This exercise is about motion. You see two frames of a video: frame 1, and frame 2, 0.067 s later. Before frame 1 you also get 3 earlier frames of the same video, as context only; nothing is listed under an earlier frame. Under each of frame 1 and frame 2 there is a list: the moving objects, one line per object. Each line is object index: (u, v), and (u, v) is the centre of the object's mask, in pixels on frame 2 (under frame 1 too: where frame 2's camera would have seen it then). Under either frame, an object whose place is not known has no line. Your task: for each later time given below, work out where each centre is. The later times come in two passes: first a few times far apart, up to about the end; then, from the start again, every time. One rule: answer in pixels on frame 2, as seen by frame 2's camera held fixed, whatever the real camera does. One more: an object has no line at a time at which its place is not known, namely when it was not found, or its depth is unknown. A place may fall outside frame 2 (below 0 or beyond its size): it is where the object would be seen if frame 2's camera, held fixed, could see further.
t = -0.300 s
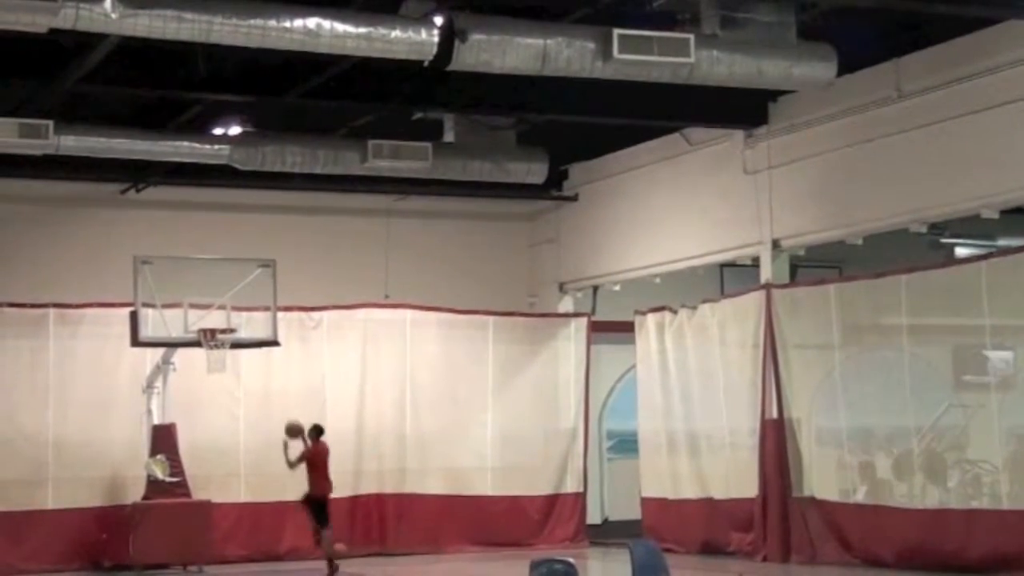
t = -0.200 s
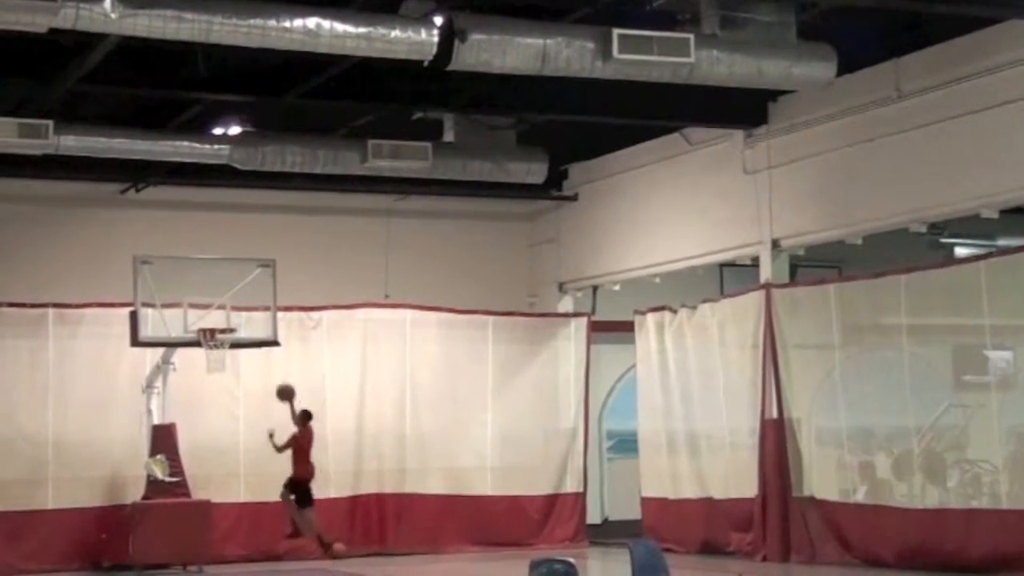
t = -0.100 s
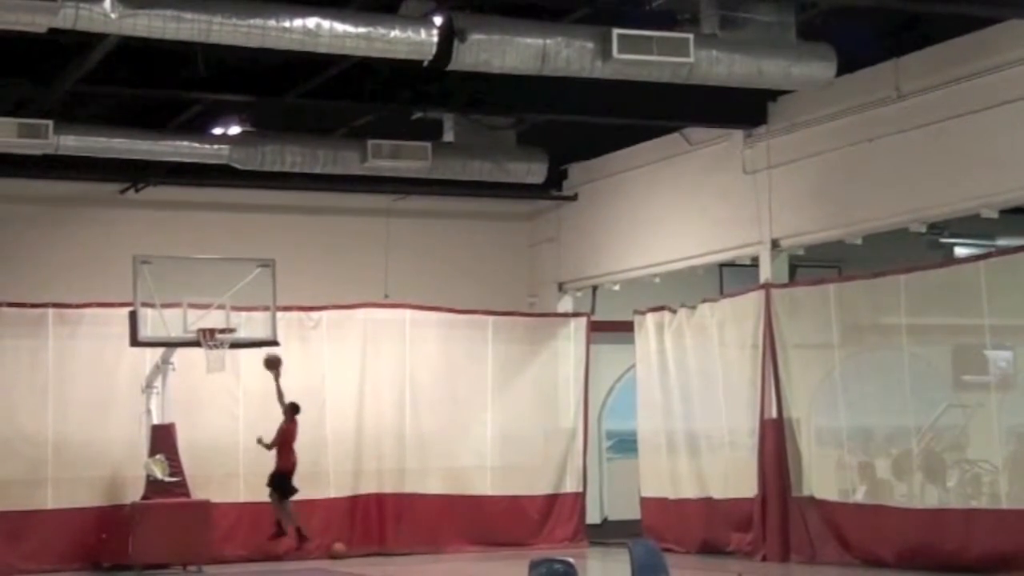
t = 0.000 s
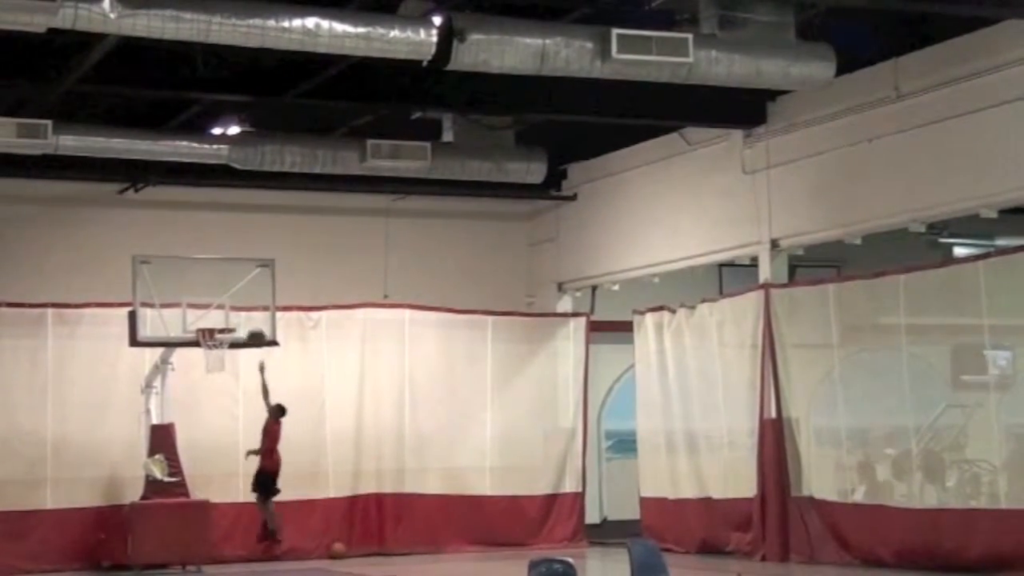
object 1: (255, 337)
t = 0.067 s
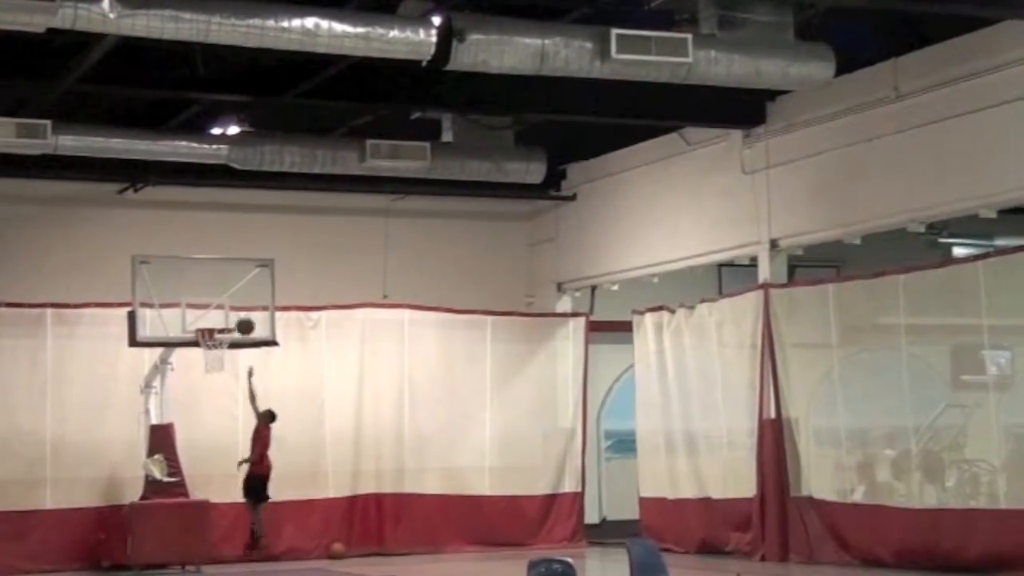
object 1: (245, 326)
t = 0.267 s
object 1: (229, 311)
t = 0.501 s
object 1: (221, 326)
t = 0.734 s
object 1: (203, 349)
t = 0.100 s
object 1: (239, 322)
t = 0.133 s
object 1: (235, 318)
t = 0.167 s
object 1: (234, 315)
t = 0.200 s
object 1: (232, 313)
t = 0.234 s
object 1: (230, 311)
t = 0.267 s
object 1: (229, 311)
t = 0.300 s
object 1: (228, 311)
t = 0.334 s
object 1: (227, 311)
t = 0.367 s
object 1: (225, 313)
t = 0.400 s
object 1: (224, 316)
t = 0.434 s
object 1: (223, 320)
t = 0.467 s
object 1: (222, 324)
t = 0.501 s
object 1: (221, 326)
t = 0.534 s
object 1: (217, 327)
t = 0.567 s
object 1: (210, 330)
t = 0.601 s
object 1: (209, 335)
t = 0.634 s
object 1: (204, 345)
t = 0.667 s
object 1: (203, 348)
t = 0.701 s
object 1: (203, 347)
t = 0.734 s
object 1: (203, 349)
